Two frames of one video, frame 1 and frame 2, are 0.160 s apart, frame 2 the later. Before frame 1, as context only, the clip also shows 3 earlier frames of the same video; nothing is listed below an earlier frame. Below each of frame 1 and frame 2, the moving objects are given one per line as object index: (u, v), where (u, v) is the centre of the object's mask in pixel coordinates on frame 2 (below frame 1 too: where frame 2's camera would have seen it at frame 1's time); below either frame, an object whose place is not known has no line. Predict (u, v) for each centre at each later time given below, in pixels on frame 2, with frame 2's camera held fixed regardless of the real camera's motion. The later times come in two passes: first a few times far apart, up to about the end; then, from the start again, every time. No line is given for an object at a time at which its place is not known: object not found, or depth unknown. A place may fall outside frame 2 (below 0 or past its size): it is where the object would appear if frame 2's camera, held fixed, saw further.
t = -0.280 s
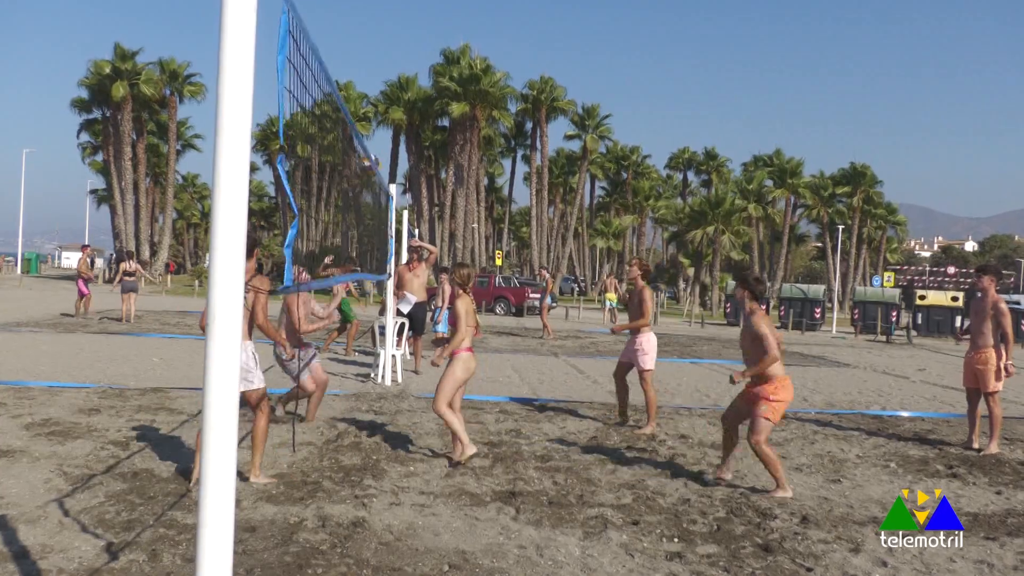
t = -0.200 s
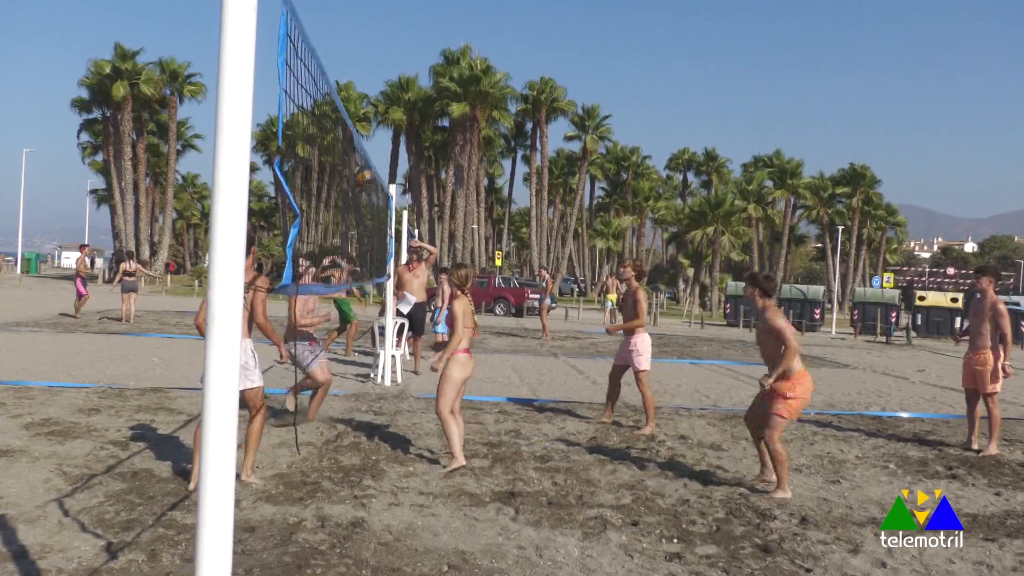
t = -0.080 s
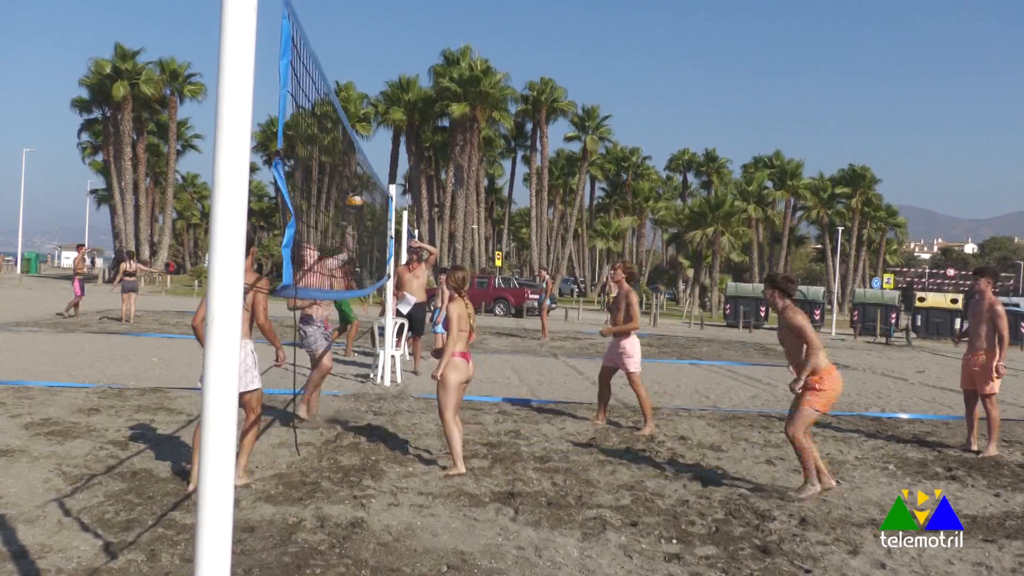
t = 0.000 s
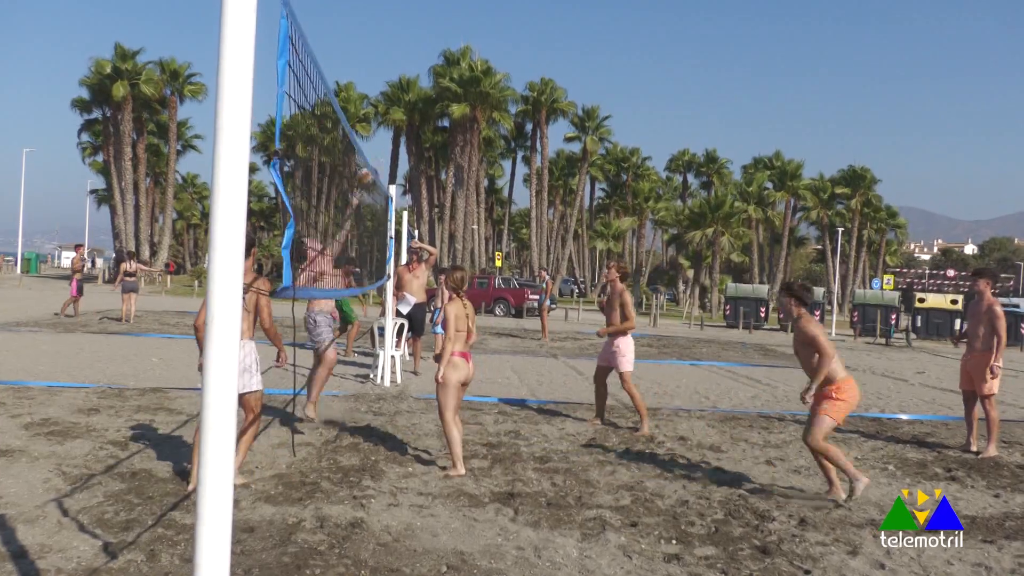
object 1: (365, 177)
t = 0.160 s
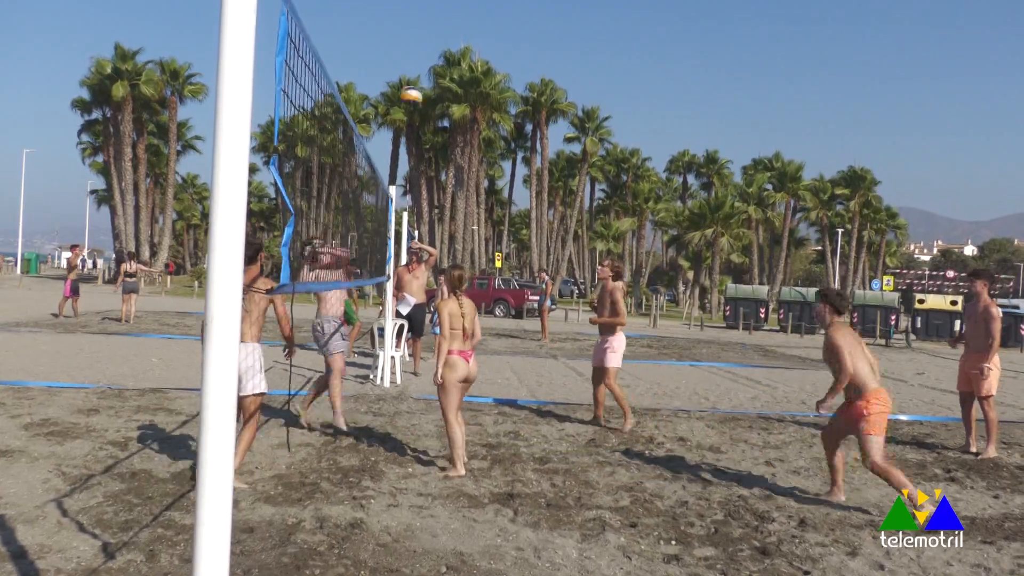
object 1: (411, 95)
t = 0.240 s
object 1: (433, 65)
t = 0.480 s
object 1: (505, 6)
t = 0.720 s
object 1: (584, 5)
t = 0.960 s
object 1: (668, 74)
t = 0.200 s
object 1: (422, 80)
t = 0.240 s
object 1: (433, 65)
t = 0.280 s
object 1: (444, 50)
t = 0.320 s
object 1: (456, 38)
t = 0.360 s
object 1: (468, 28)
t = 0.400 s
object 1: (480, 18)
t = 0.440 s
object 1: (492, 10)
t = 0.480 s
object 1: (505, 6)
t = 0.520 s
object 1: (518, 4)
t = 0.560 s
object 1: (531, 2)
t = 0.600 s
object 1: (544, 1)
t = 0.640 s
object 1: (558, 2)
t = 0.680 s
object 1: (572, 3)
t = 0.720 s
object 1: (584, 5)
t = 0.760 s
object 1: (598, 9)
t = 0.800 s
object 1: (612, 18)
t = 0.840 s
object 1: (626, 29)
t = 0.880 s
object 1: (641, 42)
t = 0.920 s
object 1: (655, 57)
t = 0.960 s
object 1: (668, 74)
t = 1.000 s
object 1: (682, 94)
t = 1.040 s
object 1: (697, 116)
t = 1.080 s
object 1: (712, 141)
